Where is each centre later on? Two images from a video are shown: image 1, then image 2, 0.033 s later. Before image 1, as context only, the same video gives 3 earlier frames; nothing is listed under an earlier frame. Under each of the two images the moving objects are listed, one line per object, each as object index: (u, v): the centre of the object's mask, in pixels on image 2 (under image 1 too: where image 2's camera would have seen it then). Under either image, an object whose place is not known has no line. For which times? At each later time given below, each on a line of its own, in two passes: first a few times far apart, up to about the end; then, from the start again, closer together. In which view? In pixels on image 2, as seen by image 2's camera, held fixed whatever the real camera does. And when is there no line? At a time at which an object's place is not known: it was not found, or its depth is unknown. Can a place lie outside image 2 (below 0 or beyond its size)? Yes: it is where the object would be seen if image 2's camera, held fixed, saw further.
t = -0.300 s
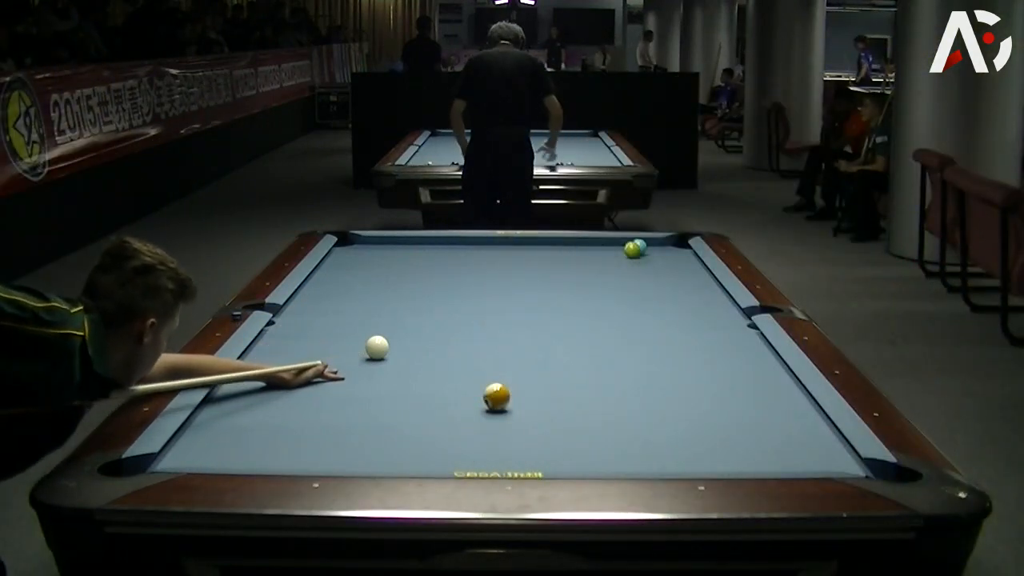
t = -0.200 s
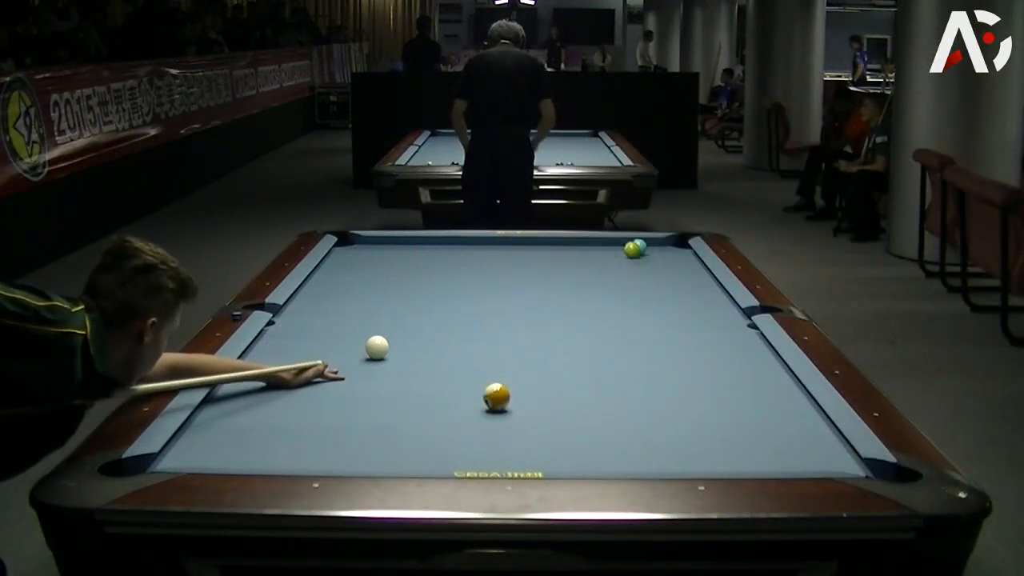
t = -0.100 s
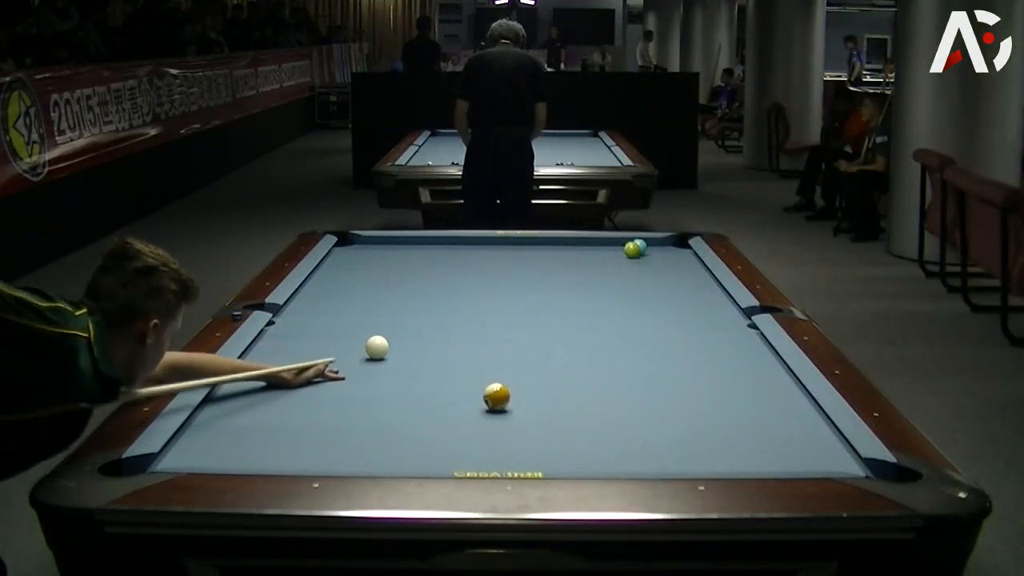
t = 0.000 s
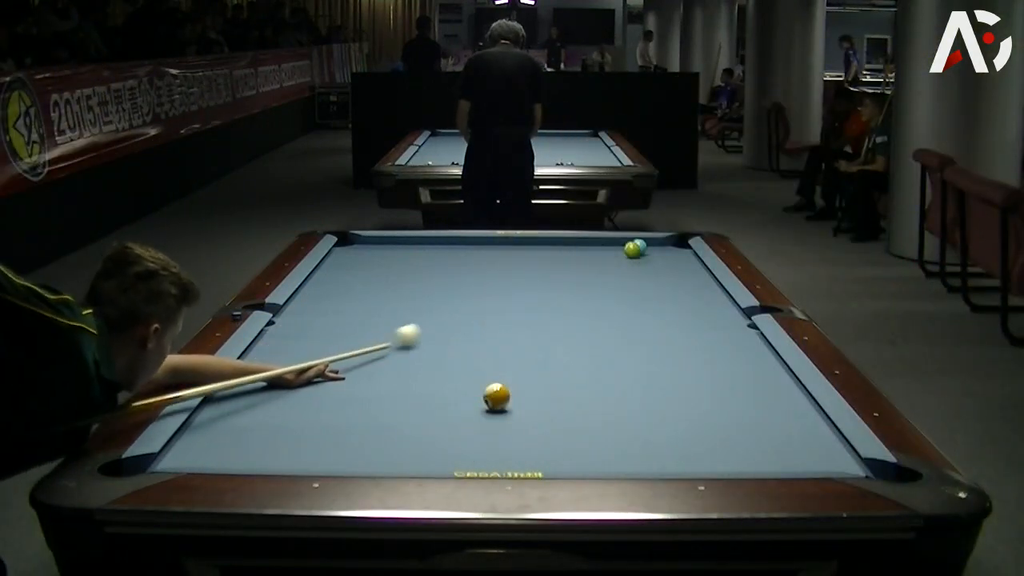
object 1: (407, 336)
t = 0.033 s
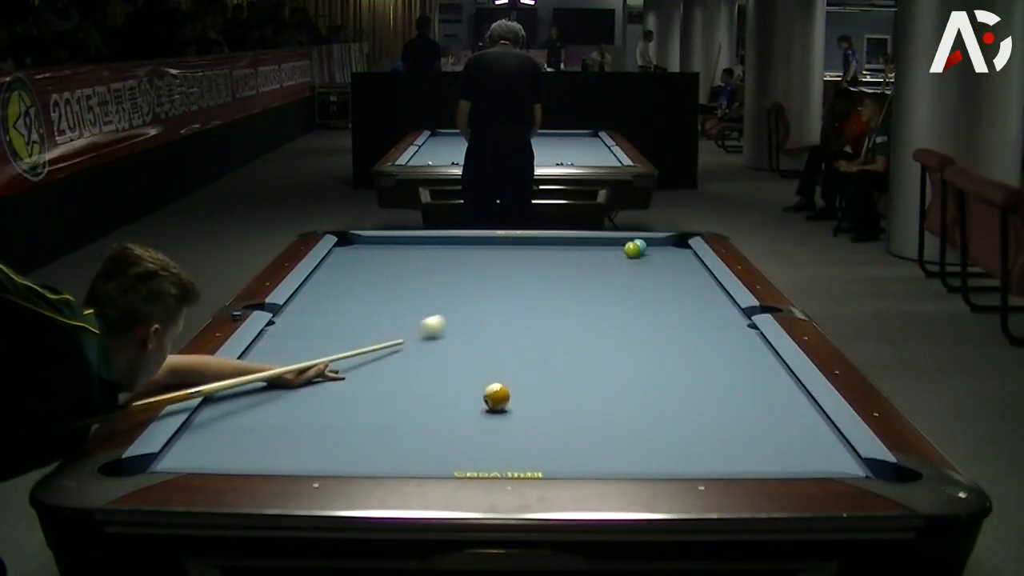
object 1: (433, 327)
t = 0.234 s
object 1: (550, 284)
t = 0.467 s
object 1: (638, 252)
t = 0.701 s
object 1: (674, 251)
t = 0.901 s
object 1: (644, 251)
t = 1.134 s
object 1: (616, 250)
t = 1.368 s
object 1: (589, 250)
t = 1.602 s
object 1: (563, 250)
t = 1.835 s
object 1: (538, 249)
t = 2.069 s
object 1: (515, 249)
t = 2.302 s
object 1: (494, 248)
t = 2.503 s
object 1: (476, 248)
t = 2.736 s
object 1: (456, 248)
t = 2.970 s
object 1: (438, 247)
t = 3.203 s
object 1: (421, 247)
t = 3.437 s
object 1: (406, 247)
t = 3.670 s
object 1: (392, 247)
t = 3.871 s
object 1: (381, 247)
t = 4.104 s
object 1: (369, 246)
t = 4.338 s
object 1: (360, 246)
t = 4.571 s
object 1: (358, 246)
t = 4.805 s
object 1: (358, 245)
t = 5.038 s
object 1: (357, 245)
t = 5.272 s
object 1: (357, 245)
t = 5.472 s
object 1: (358, 245)
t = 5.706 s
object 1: (358, 245)
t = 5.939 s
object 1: (357, 245)
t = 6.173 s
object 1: (357, 245)
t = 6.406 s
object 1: (357, 245)
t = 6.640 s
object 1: (357, 245)
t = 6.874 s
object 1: (357, 245)
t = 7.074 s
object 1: (357, 245)
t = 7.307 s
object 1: (357, 245)
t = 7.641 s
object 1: (357, 245)
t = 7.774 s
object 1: (357, 245)
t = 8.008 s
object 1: (357, 245)
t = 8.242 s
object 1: (357, 245)
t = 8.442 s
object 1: (358, 245)
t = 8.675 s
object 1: (358, 245)
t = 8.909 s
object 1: (357, 245)
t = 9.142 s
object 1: (357, 245)
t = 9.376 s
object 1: (357, 245)
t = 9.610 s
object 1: (357, 245)
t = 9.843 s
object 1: (357, 245)
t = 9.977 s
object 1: (357, 245)
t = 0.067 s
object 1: (456, 318)
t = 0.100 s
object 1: (478, 310)
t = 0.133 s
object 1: (498, 303)
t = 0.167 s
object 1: (516, 296)
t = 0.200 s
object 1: (534, 290)
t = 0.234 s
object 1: (550, 284)
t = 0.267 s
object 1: (565, 278)
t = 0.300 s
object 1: (579, 273)
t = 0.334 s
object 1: (592, 268)
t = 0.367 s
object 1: (605, 263)
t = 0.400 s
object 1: (616, 259)
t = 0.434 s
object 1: (626, 256)
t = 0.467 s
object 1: (638, 252)
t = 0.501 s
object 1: (649, 252)
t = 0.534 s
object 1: (659, 252)
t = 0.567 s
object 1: (668, 252)
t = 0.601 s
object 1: (678, 252)
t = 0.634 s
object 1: (685, 252)
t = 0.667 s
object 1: (681, 252)
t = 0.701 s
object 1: (674, 251)
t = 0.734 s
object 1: (667, 252)
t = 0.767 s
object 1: (663, 252)
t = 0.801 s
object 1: (657, 251)
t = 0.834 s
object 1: (653, 251)
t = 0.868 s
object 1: (649, 251)
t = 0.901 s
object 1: (644, 251)
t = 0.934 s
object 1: (640, 251)
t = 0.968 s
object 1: (636, 251)
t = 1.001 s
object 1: (632, 251)
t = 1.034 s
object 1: (628, 251)
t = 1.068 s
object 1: (624, 251)
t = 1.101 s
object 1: (620, 250)
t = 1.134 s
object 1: (616, 250)
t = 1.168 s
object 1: (612, 250)
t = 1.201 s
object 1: (608, 250)
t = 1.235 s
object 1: (604, 250)
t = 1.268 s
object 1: (600, 250)
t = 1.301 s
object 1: (596, 250)
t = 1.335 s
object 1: (593, 250)
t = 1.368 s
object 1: (589, 250)
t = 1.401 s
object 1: (585, 250)
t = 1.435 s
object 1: (581, 250)
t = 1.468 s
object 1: (578, 250)
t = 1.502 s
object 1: (574, 250)
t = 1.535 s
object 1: (570, 250)
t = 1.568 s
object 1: (567, 249)
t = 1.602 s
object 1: (563, 250)
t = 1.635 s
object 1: (559, 249)
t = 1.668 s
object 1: (556, 249)
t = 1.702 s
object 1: (552, 249)
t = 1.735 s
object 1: (549, 249)
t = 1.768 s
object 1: (545, 249)
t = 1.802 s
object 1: (542, 249)
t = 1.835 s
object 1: (538, 249)
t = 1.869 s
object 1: (535, 249)
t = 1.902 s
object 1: (532, 249)
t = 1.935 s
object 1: (528, 249)
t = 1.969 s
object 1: (525, 249)
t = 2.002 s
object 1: (522, 249)
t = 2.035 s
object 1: (518, 249)
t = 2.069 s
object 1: (515, 249)
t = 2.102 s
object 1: (512, 248)
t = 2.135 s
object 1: (509, 249)
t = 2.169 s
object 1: (505, 248)
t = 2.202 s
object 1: (502, 248)
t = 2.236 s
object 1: (499, 248)
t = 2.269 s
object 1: (496, 248)
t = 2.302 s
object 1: (494, 248)
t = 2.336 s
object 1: (490, 248)
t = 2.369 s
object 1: (487, 248)
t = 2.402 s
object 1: (484, 248)
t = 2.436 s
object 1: (481, 248)
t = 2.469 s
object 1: (479, 248)
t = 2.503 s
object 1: (476, 248)
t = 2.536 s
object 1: (473, 248)
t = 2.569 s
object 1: (470, 248)
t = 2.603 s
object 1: (467, 248)
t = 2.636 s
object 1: (464, 248)
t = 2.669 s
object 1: (462, 248)
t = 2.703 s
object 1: (459, 248)
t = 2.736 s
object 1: (456, 248)
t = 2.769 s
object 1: (453, 248)
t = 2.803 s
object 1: (451, 248)
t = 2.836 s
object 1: (448, 248)
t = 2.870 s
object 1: (446, 248)
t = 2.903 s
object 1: (443, 248)
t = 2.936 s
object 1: (441, 247)
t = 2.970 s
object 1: (438, 247)
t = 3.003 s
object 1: (436, 247)
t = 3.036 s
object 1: (433, 247)
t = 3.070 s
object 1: (431, 247)
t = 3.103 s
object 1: (429, 247)
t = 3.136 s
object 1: (426, 247)
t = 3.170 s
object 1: (424, 247)
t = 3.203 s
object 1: (421, 247)
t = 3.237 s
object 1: (419, 247)
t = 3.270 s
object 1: (417, 247)
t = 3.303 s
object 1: (415, 247)
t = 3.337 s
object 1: (412, 247)
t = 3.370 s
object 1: (410, 247)
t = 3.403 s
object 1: (408, 247)
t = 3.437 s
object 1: (406, 247)
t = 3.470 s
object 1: (404, 247)
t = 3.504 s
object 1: (402, 247)
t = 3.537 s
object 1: (400, 247)
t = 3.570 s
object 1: (398, 247)
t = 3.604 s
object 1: (396, 247)
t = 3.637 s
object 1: (394, 247)
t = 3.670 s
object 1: (392, 247)
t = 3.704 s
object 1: (390, 247)
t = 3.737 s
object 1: (388, 247)
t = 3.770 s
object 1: (386, 247)
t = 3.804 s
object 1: (384, 247)
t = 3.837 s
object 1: (382, 247)
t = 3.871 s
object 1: (381, 247)
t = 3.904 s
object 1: (379, 247)
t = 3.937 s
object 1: (377, 247)
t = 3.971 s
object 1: (375, 247)
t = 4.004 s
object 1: (373, 247)
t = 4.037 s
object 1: (372, 247)
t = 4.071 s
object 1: (370, 247)
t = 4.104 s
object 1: (369, 246)
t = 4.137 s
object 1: (367, 246)
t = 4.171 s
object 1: (365, 246)
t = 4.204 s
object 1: (364, 246)
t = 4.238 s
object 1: (362, 246)
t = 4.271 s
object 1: (361, 246)
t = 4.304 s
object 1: (360, 246)
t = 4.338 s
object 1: (360, 246)
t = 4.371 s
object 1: (360, 246)
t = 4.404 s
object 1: (359, 246)
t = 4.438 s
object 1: (359, 246)
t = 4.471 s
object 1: (359, 246)
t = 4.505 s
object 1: (359, 246)
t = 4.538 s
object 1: (358, 246)
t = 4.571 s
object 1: (358, 246)
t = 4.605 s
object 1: (359, 245)
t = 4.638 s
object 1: (358, 245)
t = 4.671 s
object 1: (358, 245)
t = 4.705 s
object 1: (358, 246)
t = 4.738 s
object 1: (358, 246)
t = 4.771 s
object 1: (358, 245)
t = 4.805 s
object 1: (358, 245)
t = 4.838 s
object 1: (358, 245)
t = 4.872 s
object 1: (358, 245)
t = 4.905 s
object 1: (358, 245)
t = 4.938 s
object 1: (358, 245)
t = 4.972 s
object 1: (357, 245)
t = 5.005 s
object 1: (357, 245)
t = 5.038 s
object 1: (357, 245)
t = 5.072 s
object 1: (357, 245)
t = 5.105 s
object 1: (357, 245)
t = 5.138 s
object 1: (357, 245)
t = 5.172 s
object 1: (358, 245)
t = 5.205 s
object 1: (357, 245)
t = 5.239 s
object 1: (357, 245)
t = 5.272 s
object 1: (357, 245)
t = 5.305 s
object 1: (357, 245)
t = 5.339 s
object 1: (358, 245)
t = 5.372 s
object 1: (358, 245)
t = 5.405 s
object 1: (358, 245)
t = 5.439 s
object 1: (358, 245)
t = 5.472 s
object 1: (358, 245)
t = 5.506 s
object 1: (358, 245)
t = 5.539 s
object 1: (358, 245)
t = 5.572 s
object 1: (357, 245)
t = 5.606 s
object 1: (357, 245)
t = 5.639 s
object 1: (357, 245)
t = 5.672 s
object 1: (357, 245)
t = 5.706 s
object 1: (358, 245)
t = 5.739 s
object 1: (358, 245)
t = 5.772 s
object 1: (357, 245)
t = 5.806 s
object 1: (357, 245)
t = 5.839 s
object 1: (357, 245)
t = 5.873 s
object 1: (357, 245)
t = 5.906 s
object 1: (357, 245)
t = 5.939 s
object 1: (357, 245)
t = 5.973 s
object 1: (357, 245)
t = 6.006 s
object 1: (357, 245)
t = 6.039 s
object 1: (357, 245)
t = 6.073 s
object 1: (357, 245)
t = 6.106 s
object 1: (357, 245)
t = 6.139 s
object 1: (357, 245)
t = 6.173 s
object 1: (357, 245)
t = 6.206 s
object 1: (357, 245)
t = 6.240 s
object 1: (357, 245)
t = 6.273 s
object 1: (357, 245)
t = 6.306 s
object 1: (357, 245)
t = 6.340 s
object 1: (357, 245)
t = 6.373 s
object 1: (357, 245)
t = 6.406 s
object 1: (357, 245)
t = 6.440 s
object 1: (357, 245)
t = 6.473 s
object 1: (357, 245)
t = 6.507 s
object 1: (357, 245)
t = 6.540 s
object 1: (357, 245)
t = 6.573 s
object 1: (357, 245)
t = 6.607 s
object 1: (357, 245)
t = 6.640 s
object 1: (357, 245)
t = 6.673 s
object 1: (357, 245)
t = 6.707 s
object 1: (357, 245)
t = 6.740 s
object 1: (357, 245)
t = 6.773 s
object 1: (357, 245)
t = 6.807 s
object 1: (357, 245)
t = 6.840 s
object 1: (357, 245)
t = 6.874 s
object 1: (357, 245)
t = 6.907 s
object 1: (357, 245)
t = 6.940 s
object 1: (357, 245)
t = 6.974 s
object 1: (357, 245)
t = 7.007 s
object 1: (357, 245)
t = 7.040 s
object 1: (357, 245)
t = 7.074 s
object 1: (357, 245)
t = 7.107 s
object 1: (357, 245)
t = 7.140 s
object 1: (357, 245)
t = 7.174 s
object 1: (357, 245)
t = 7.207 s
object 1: (357, 245)
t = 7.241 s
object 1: (358, 245)
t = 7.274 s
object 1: (357, 245)
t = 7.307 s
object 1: (357, 245)
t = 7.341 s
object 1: (358, 245)
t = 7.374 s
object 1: (357, 245)
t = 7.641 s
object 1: (357, 245)
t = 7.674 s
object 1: (357, 245)
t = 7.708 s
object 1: (357, 245)
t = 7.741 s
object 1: (357, 245)
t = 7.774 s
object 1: (357, 245)
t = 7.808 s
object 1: (357, 245)
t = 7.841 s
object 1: (357, 245)
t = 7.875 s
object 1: (357, 245)
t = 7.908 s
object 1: (357, 245)
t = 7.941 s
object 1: (357, 245)
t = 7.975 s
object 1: (357, 245)
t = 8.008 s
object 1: (357, 245)
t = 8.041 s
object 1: (357, 245)
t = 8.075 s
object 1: (357, 245)
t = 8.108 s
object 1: (357, 245)
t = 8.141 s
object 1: (357, 245)
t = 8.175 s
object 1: (357, 245)
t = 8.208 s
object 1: (357, 245)
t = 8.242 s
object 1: (357, 245)
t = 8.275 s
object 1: (357, 245)
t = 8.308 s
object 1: (358, 245)
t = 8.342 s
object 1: (358, 245)
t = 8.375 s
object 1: (357, 245)
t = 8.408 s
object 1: (357, 245)
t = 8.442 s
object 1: (358, 245)
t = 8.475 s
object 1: (358, 245)
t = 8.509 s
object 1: (358, 245)
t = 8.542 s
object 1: (358, 245)
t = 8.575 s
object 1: (357, 245)
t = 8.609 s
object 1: (357, 245)
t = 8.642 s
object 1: (357, 245)
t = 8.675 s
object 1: (358, 245)
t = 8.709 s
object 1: (358, 245)
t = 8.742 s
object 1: (358, 245)
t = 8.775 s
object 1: (357, 245)
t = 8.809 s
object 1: (357, 245)
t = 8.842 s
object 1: (357, 245)
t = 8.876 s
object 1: (357, 245)
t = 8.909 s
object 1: (357, 245)
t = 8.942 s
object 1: (357, 245)
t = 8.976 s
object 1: (358, 245)
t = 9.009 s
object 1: (357, 245)
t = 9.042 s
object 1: (358, 245)
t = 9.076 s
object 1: (357, 245)
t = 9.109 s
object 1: (357, 245)
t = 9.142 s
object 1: (357, 245)
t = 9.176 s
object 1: (357, 245)
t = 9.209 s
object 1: (357, 245)
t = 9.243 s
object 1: (357, 245)
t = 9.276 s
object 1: (357, 245)
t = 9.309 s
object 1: (357, 245)
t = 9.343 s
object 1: (357, 245)
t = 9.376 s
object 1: (357, 245)
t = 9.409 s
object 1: (357, 245)
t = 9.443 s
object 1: (357, 245)
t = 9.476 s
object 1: (357, 245)
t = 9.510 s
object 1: (357, 245)
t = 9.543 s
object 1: (357, 245)
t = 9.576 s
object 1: (357, 245)
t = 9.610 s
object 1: (357, 245)
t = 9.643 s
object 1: (357, 245)
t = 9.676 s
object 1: (357, 245)
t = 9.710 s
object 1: (357, 245)
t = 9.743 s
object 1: (357, 245)
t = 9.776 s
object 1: (357, 245)
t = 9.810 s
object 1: (357, 245)
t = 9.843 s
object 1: (357, 245)
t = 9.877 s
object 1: (357, 245)
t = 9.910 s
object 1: (357, 245)
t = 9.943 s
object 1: (357, 245)
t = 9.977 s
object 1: (357, 245)
